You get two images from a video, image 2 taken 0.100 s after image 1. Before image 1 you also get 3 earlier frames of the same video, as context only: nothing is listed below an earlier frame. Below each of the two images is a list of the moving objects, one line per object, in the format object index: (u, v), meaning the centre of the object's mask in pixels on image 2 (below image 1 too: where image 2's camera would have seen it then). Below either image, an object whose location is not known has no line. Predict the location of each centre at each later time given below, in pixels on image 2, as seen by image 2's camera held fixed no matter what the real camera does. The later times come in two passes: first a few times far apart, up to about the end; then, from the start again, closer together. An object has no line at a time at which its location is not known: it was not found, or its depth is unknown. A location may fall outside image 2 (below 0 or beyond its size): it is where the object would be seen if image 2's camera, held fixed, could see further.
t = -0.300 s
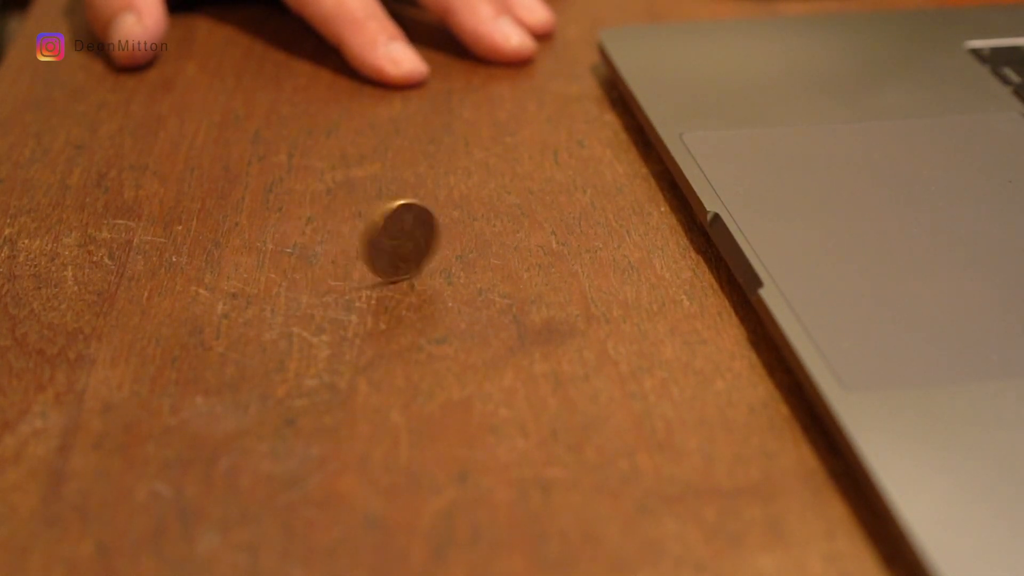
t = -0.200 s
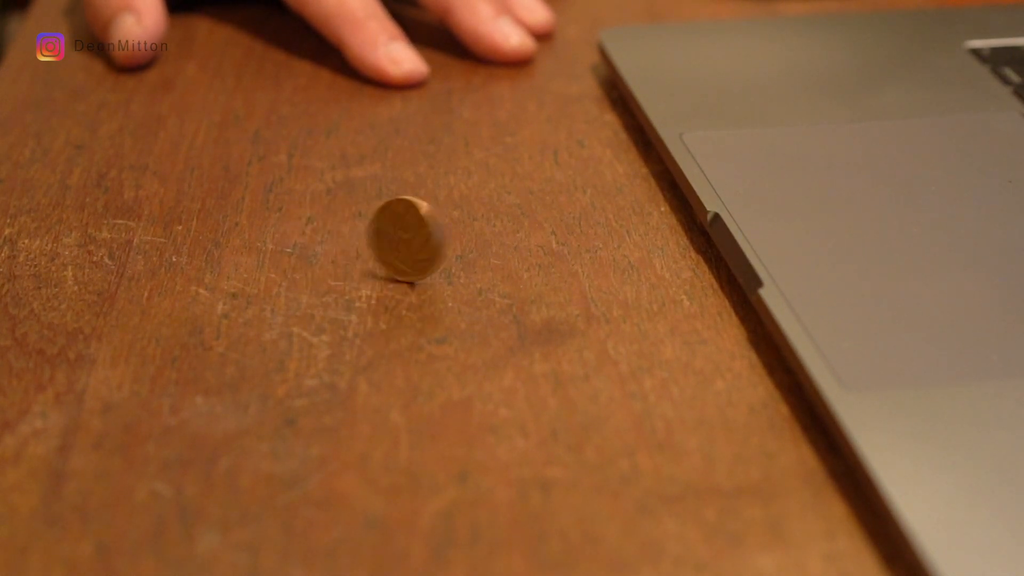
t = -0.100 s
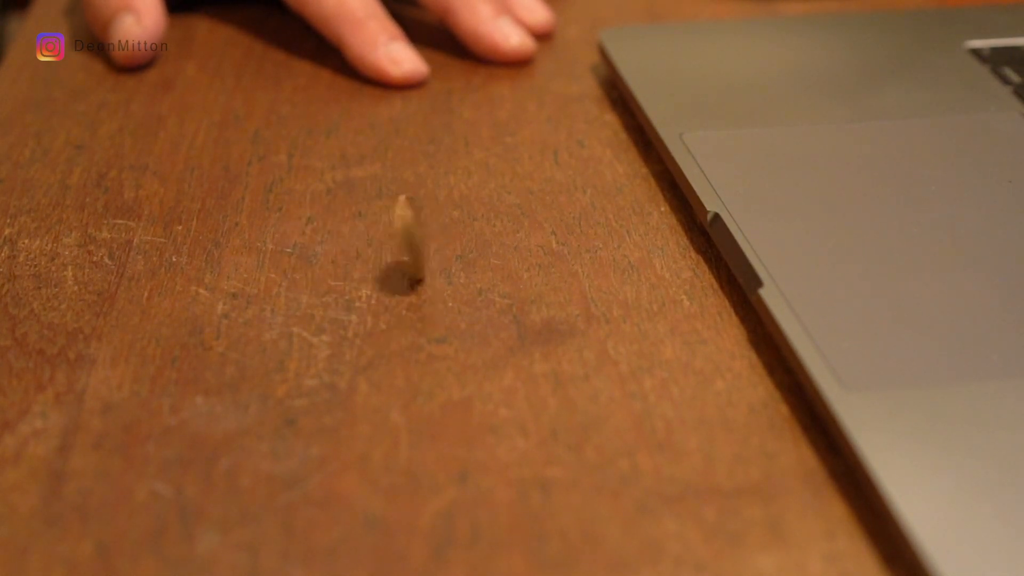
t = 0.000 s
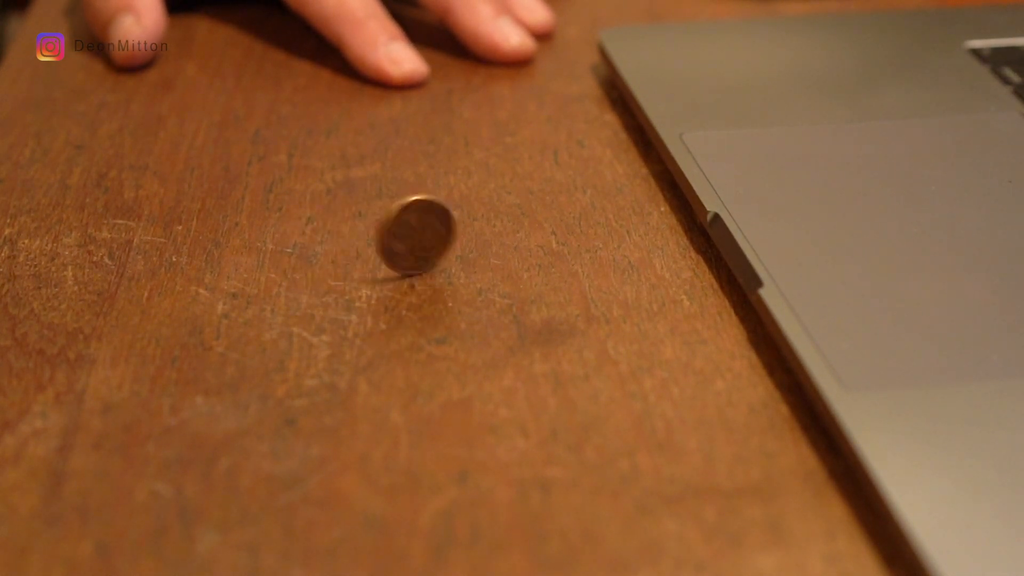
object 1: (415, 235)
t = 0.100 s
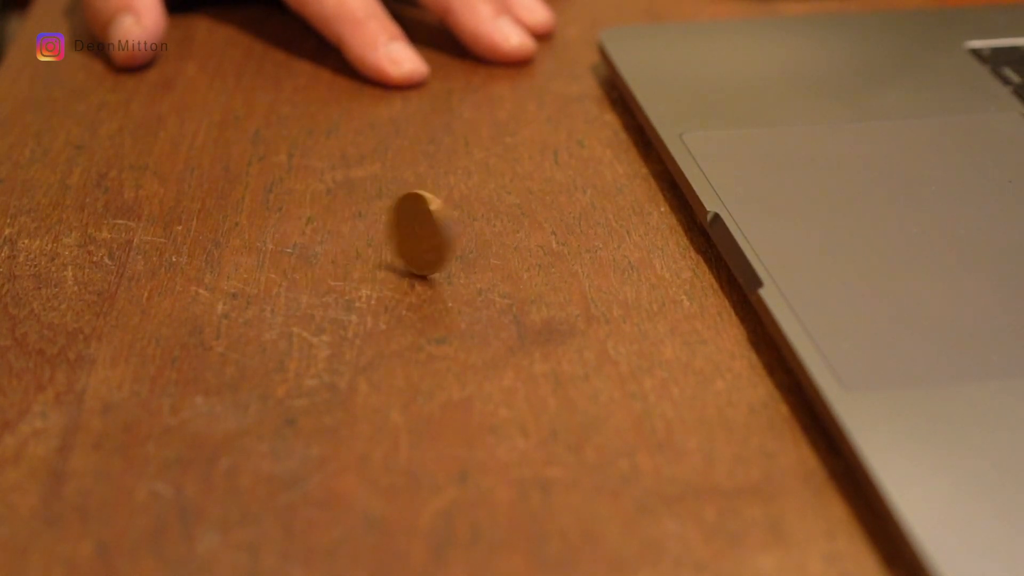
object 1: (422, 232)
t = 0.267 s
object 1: (426, 229)
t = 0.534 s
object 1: (431, 225)
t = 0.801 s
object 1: (432, 218)
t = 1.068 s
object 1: (429, 213)
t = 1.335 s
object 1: (423, 208)
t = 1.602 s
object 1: (413, 207)
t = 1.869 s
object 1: (405, 207)
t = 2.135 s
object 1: (397, 208)
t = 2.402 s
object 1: (391, 210)
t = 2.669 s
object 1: (386, 212)
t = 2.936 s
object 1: (384, 213)
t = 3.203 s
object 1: (385, 220)
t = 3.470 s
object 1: (387, 223)
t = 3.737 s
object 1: (399, 225)
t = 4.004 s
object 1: (409, 226)
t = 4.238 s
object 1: (421, 229)
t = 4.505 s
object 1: (434, 225)
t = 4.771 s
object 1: (445, 223)
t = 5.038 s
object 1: (454, 217)
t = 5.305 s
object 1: (458, 213)
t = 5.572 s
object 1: (457, 210)
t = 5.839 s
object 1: (457, 205)
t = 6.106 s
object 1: (451, 203)
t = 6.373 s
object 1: (444, 201)
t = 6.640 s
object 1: (434, 201)
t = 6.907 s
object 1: (427, 202)
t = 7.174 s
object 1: (421, 206)
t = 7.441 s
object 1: (420, 209)
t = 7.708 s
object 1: (425, 211)
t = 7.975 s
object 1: (431, 217)
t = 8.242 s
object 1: (438, 216)
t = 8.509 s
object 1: (450, 219)
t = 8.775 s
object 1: (459, 218)
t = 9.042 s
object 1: (469, 214)
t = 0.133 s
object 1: (421, 233)
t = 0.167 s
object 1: (422, 232)
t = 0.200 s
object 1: (423, 232)
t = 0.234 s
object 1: (429, 230)
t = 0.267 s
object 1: (426, 229)
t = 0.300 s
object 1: (426, 228)
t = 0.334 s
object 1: (427, 227)
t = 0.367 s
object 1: (427, 224)
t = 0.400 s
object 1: (430, 226)
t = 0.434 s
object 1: (430, 226)
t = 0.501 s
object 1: (431, 225)
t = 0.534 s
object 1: (431, 225)
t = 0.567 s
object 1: (433, 222)
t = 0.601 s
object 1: (433, 221)
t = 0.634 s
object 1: (431, 221)
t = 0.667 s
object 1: (431, 221)
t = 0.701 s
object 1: (432, 219)
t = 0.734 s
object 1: (433, 218)
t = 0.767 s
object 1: (432, 219)
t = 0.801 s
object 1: (432, 218)
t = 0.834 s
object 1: (432, 218)
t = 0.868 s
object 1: (432, 217)
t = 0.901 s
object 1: (432, 215)
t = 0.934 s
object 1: (431, 215)
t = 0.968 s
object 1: (429, 214)
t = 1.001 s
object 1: (429, 215)
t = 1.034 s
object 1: (430, 212)
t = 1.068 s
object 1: (429, 213)
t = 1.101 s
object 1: (428, 213)
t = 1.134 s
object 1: (427, 213)
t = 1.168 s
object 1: (427, 213)
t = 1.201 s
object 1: (425, 210)
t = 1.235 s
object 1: (426, 210)
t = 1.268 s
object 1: (423, 210)
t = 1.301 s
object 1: (422, 209)
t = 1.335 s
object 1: (423, 208)
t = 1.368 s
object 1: (420, 208)
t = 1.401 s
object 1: (419, 208)
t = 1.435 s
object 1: (418, 208)
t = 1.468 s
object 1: (417, 208)
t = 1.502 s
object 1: (415, 209)
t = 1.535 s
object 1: (415, 207)
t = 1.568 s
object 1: (414, 206)
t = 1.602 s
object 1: (413, 207)
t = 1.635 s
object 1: (411, 206)
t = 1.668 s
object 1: (412, 205)
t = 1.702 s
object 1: (410, 207)
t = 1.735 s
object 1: (409, 206)
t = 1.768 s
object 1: (408, 206)
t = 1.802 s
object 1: (407, 206)
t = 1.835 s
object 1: (408, 205)
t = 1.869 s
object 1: (405, 207)
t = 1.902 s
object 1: (406, 205)
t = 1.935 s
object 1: (403, 206)
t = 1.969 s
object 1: (401, 206)
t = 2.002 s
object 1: (399, 207)
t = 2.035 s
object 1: (400, 209)
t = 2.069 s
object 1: (397, 207)
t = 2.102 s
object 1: (398, 208)
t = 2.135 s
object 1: (397, 208)
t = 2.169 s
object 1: (396, 208)
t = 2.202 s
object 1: (397, 207)
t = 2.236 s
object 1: (396, 207)
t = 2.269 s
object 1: (395, 208)
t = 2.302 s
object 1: (394, 209)
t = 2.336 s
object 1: (392, 209)
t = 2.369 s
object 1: (387, 209)
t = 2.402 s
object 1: (391, 210)
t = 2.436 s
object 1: (391, 210)
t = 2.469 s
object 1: (390, 211)
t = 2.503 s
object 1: (389, 211)
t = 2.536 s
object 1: (389, 211)
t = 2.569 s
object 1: (389, 209)
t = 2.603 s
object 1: (389, 211)
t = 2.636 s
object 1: (388, 212)
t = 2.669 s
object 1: (386, 212)
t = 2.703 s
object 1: (385, 212)
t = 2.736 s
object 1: (382, 216)
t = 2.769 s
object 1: (384, 214)
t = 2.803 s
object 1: (385, 214)
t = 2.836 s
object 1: (384, 215)
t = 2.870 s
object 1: (384, 215)
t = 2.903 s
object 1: (384, 215)
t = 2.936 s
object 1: (384, 213)
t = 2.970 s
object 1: (385, 215)
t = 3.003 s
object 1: (384, 216)
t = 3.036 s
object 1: (383, 216)
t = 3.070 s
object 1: (383, 216)
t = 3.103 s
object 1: (383, 219)
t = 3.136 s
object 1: (385, 219)
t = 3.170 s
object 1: (385, 219)
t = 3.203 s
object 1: (385, 220)
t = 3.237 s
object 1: (385, 220)
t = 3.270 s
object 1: (385, 220)
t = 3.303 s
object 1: (388, 221)
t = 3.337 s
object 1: (388, 220)
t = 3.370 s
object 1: (387, 221)
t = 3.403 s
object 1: (387, 221)
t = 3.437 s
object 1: (387, 222)
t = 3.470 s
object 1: (387, 223)
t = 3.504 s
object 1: (390, 223)
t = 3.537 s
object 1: (391, 224)
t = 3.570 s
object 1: (392, 224)
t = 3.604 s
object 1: (392, 224)
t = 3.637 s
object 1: (392, 225)
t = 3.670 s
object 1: (398, 226)
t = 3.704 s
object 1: (397, 224)
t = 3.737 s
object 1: (399, 225)
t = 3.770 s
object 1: (399, 225)
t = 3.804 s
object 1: (398, 224)
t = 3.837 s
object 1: (398, 229)
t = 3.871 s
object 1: (405, 226)
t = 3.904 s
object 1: (406, 226)
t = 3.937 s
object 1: (406, 227)
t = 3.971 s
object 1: (407, 227)
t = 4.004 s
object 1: (409, 226)
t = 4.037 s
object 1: (411, 229)
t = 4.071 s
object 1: (414, 225)
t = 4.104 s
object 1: (415, 226)
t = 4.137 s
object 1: (415, 226)
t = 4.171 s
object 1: (416, 226)
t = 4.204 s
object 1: (418, 225)
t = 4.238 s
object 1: (421, 229)
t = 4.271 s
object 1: (424, 226)
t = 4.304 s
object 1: (424, 227)
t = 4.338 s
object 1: (425, 227)
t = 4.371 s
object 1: (427, 225)
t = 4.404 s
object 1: (428, 227)
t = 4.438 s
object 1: (433, 224)
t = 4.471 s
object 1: (434, 224)
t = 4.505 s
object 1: (434, 225)
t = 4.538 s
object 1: (435, 224)
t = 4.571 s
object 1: (436, 223)
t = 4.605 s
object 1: (438, 223)
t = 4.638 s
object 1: (441, 223)
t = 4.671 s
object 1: (442, 223)
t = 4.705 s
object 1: (442, 223)
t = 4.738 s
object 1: (444, 223)
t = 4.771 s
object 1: (445, 223)
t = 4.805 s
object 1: (447, 222)
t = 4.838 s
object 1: (450, 220)
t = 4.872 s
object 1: (449, 219)
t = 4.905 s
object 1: (449, 220)
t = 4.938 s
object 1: (449, 219)
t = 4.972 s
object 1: (448, 219)
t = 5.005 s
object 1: (453, 218)
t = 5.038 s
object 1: (454, 217)
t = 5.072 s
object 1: (454, 217)
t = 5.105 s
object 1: (455, 217)
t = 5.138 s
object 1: (455, 217)
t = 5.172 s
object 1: (456, 216)
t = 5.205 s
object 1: (458, 217)
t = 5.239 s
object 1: (459, 214)
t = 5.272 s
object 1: (458, 213)
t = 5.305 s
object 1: (458, 213)
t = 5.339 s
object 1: (458, 212)
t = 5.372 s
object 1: (457, 212)
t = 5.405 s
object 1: (460, 212)
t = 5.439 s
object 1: (460, 210)
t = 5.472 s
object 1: (459, 211)
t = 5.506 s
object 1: (459, 211)
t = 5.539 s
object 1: (459, 210)
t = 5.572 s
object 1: (457, 210)
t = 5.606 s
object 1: (459, 212)
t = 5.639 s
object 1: (459, 207)
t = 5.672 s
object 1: (460, 207)
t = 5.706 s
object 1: (459, 207)
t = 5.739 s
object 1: (458, 207)
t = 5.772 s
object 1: (457, 206)
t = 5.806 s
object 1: (457, 208)
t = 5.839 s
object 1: (457, 205)
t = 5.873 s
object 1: (457, 205)
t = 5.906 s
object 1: (456, 205)
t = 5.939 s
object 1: (455, 205)
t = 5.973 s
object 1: (455, 205)
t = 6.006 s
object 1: (455, 203)
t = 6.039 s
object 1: (454, 204)
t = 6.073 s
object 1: (453, 203)
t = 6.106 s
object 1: (451, 203)
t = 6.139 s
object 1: (449, 202)
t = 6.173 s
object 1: (446, 202)
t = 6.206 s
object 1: (448, 202)
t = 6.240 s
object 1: (447, 202)
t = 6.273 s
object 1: (446, 201)
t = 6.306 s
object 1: (445, 202)
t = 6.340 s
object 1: (445, 201)
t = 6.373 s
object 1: (444, 201)
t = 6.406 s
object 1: (442, 200)
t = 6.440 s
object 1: (443, 202)
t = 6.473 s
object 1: (442, 200)
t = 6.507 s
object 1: (439, 201)
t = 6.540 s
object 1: (437, 201)
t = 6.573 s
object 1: (435, 202)
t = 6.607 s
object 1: (434, 201)
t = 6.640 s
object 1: (434, 201)
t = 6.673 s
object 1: (433, 201)
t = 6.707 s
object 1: (432, 202)
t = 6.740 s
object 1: (431, 202)
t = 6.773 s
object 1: (431, 202)
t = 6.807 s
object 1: (430, 202)
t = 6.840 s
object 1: (430, 201)
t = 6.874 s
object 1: (429, 201)
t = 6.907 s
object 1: (427, 202)
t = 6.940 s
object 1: (426, 203)
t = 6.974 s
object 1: (423, 203)
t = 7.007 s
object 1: (423, 204)
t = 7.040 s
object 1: (423, 209)
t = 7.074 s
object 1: (424, 205)
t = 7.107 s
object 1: (421, 205)
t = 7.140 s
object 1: (422, 206)
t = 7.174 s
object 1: (421, 206)
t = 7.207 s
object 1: (421, 206)
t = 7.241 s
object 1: (422, 205)
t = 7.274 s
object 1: (421, 204)
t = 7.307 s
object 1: (421, 206)
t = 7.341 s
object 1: (420, 207)
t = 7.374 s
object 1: (420, 208)
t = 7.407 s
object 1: (419, 209)
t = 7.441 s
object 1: (420, 209)
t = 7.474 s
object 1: (420, 210)
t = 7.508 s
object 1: (421, 211)
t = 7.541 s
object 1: (420, 212)
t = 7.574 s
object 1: (421, 212)
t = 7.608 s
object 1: (421, 212)
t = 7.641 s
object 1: (423, 211)
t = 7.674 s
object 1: (424, 209)
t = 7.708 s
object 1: (425, 211)
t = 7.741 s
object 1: (425, 212)
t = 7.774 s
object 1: (425, 213)
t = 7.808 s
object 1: (424, 213)
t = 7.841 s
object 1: (425, 214)
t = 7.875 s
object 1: (425, 214)
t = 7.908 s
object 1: (428, 215)
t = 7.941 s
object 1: (430, 217)
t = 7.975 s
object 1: (431, 217)
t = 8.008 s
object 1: (431, 217)
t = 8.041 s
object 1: (432, 217)
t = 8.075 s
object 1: (433, 216)
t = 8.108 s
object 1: (435, 214)
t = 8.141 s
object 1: (437, 215)
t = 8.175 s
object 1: (438, 216)
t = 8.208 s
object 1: (439, 216)
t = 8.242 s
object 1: (438, 216)
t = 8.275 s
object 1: (439, 217)
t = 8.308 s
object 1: (439, 217)
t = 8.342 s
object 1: (444, 219)
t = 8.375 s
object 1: (446, 220)
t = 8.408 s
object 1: (447, 220)
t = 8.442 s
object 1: (447, 220)
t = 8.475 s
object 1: (448, 219)
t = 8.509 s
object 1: (450, 219)
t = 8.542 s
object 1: (452, 217)
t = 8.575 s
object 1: (455, 217)
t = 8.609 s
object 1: (456, 216)
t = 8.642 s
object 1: (455, 216)
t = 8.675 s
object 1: (455, 216)
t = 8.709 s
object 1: (456, 216)
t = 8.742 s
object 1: (457, 215)
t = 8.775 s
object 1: (459, 218)
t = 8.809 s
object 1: (462, 218)
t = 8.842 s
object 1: (462, 218)
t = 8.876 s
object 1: (463, 217)
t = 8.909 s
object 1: (463, 218)
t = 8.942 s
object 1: (464, 218)
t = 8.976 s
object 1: (469, 220)
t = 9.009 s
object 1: (468, 215)
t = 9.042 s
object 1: (469, 214)
